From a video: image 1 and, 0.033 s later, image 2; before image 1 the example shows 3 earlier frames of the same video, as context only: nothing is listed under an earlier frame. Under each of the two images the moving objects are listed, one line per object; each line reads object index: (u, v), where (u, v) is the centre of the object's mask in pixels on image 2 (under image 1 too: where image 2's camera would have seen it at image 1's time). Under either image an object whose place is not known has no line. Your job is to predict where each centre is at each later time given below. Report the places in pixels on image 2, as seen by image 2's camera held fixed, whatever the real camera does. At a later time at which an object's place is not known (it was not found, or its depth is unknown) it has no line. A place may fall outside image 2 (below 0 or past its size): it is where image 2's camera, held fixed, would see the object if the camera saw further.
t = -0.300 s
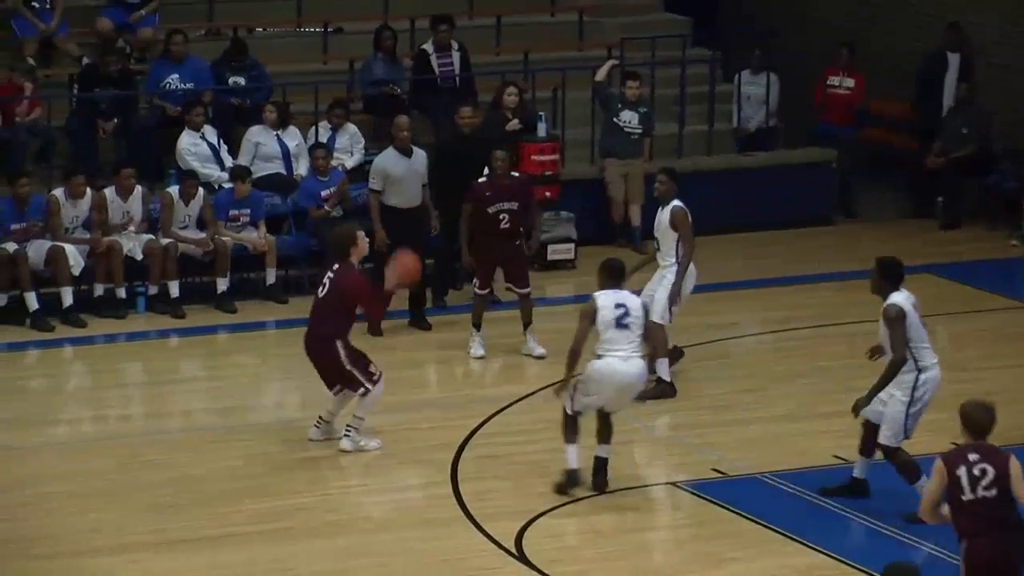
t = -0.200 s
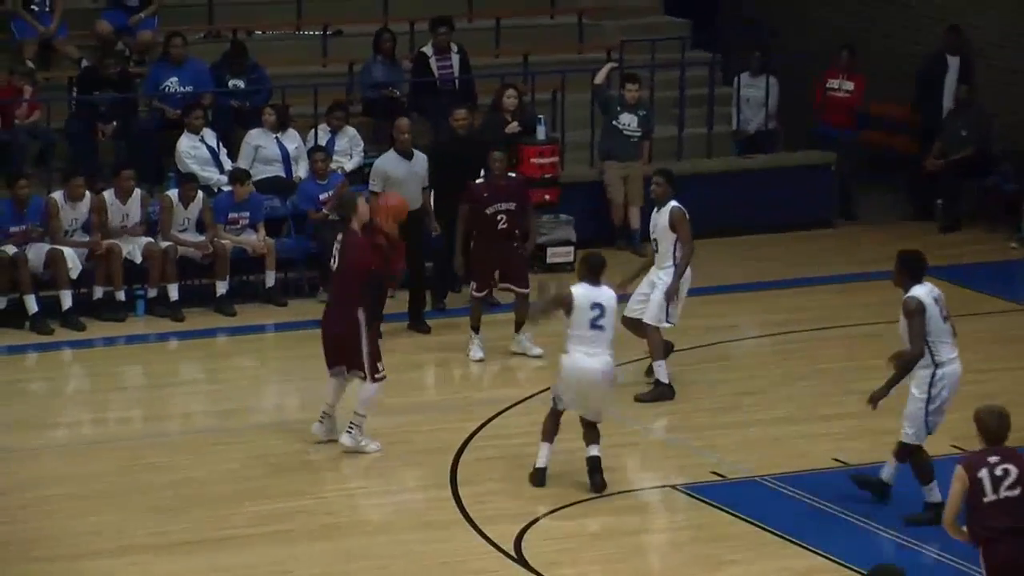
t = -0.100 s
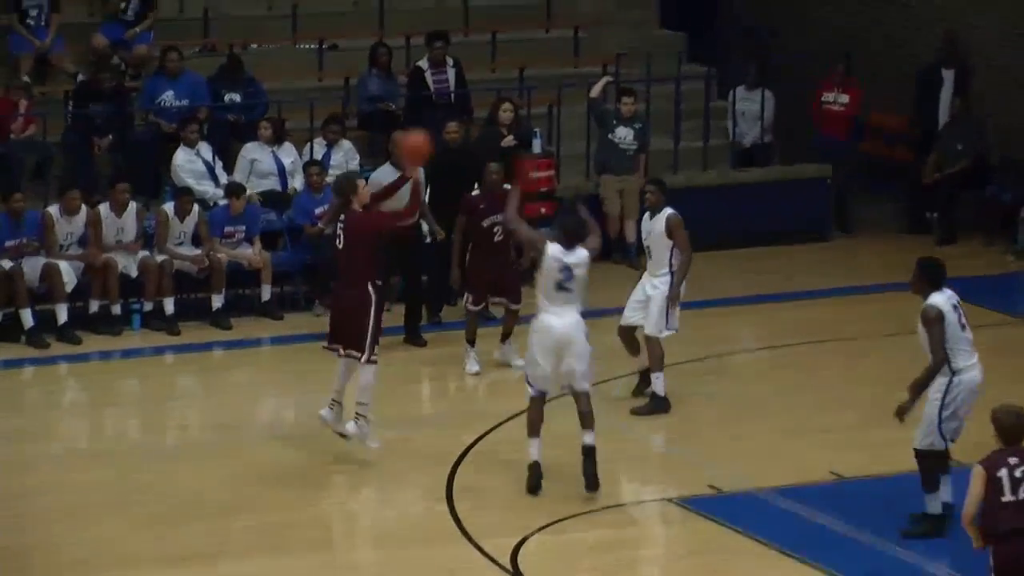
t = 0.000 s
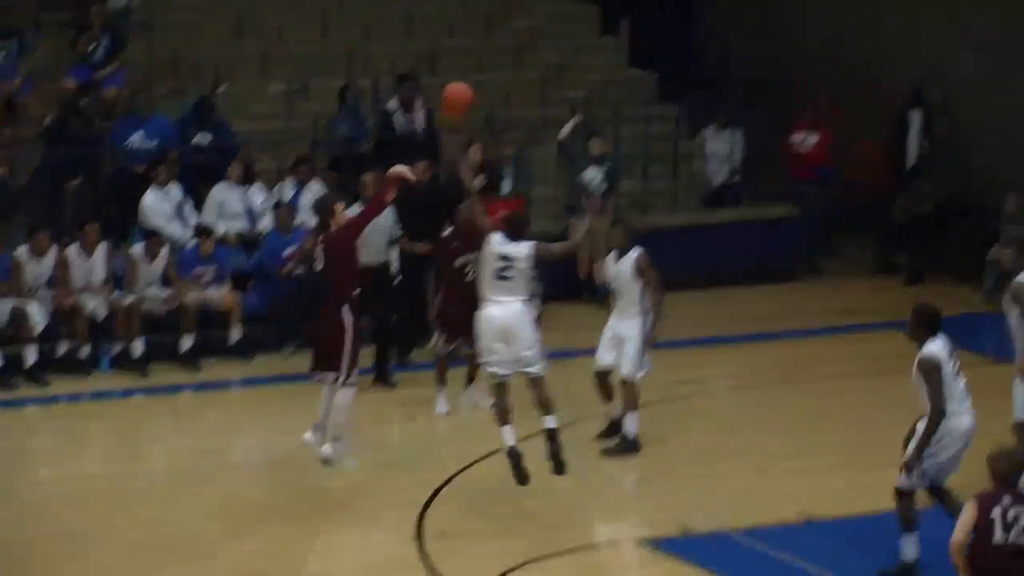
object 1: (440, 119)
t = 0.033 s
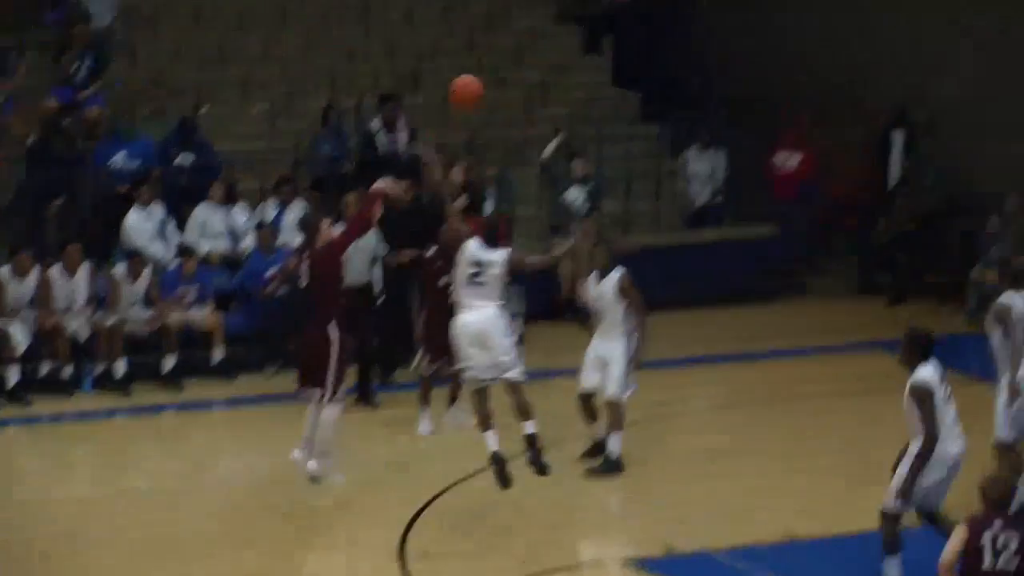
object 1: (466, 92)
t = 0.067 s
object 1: (493, 67)
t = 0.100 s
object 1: (516, 42)
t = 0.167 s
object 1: (568, 2)
